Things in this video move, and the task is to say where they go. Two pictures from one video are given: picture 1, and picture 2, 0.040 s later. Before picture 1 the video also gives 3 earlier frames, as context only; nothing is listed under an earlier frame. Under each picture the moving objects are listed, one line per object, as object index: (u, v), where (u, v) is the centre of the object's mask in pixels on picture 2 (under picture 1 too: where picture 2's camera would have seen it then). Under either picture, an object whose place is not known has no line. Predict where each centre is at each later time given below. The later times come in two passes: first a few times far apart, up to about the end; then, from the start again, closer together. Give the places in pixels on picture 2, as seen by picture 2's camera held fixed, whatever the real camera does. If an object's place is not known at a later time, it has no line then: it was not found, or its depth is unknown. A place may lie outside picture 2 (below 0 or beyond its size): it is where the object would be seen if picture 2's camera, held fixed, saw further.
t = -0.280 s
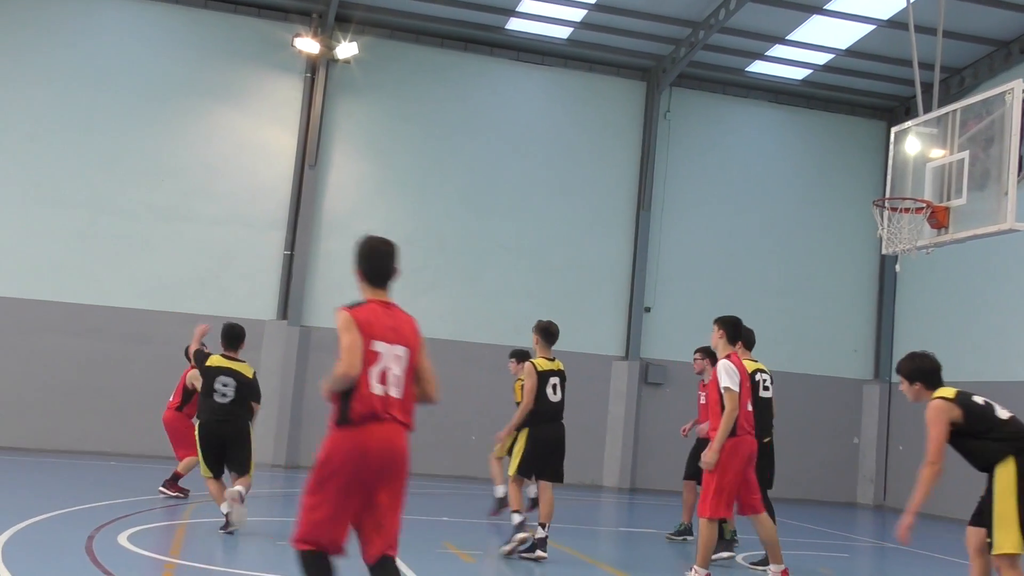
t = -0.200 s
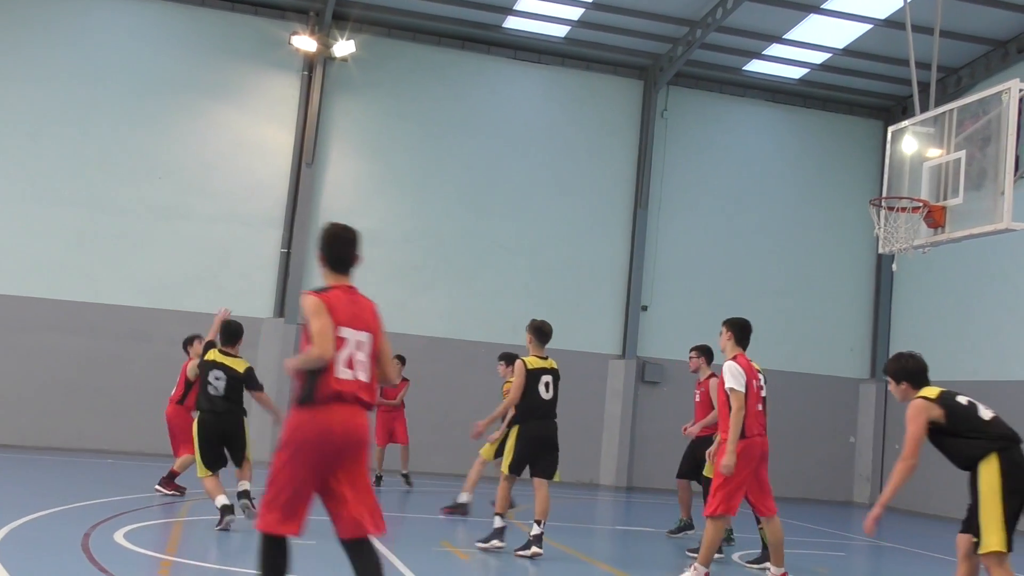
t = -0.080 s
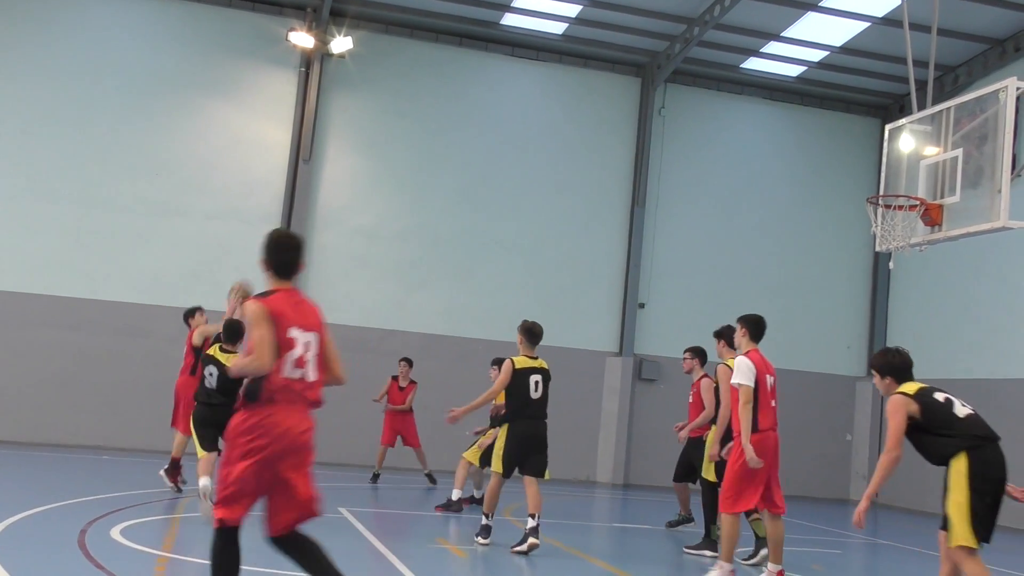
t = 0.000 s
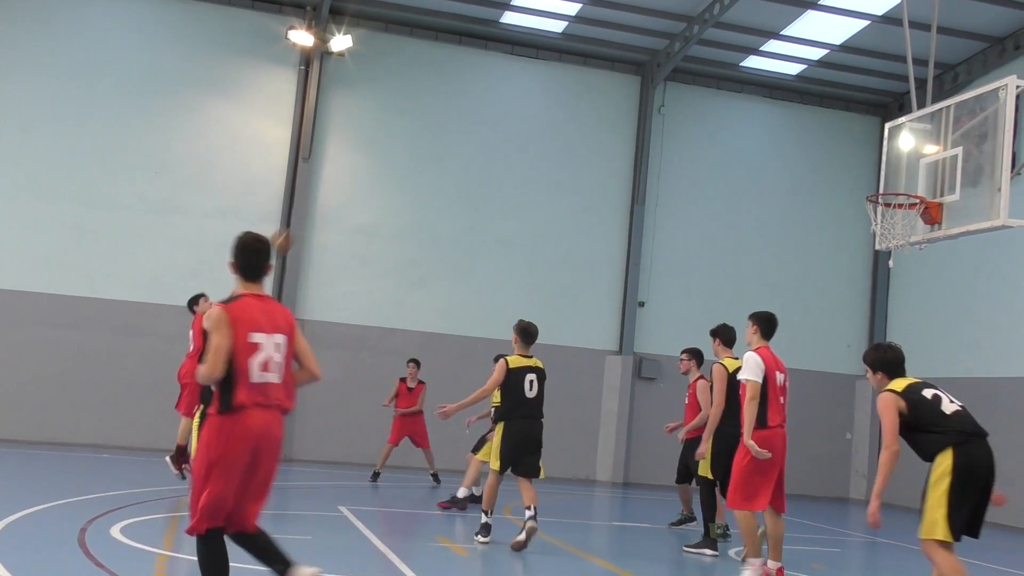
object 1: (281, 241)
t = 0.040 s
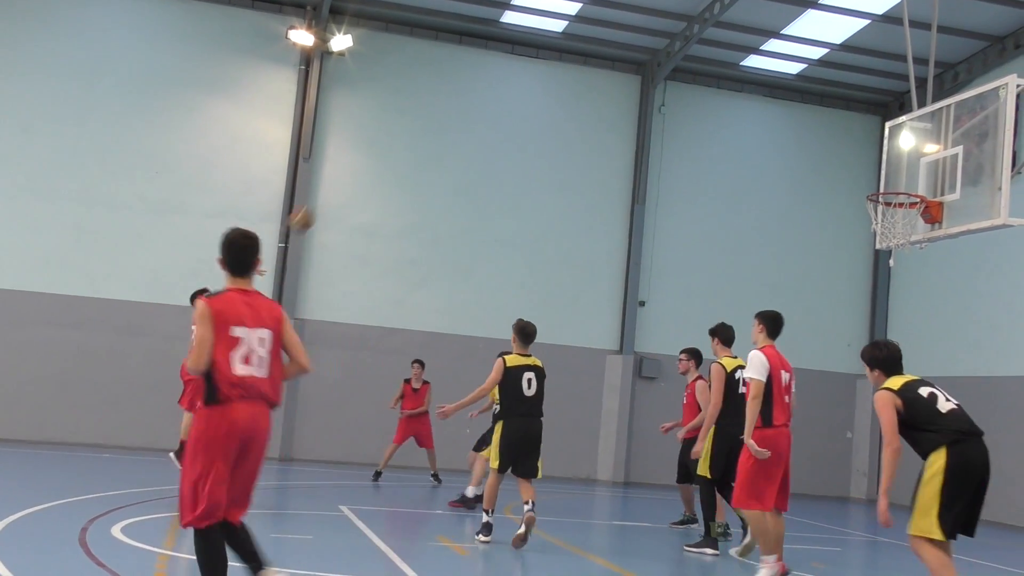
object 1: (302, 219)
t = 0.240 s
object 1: (406, 124)
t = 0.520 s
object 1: (551, 51)
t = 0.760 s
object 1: (672, 47)
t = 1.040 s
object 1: (824, 122)
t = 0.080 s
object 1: (323, 198)
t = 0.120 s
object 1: (345, 176)
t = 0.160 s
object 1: (365, 158)
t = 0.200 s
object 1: (386, 141)
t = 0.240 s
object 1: (406, 124)
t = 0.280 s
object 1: (426, 110)
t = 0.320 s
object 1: (447, 96)
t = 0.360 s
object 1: (468, 84)
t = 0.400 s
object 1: (489, 74)
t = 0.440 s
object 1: (510, 64)
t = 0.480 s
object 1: (531, 56)
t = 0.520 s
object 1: (551, 51)
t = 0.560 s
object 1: (571, 46)
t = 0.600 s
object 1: (591, 43)
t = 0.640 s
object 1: (611, 41)
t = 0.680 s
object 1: (631, 41)
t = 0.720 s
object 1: (652, 42)
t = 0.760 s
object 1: (672, 47)
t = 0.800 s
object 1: (693, 51)
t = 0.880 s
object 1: (735, 67)
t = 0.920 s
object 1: (755, 78)
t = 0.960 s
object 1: (778, 90)
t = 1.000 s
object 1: (802, 105)
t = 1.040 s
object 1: (824, 122)
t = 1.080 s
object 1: (845, 140)
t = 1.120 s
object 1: (867, 160)
